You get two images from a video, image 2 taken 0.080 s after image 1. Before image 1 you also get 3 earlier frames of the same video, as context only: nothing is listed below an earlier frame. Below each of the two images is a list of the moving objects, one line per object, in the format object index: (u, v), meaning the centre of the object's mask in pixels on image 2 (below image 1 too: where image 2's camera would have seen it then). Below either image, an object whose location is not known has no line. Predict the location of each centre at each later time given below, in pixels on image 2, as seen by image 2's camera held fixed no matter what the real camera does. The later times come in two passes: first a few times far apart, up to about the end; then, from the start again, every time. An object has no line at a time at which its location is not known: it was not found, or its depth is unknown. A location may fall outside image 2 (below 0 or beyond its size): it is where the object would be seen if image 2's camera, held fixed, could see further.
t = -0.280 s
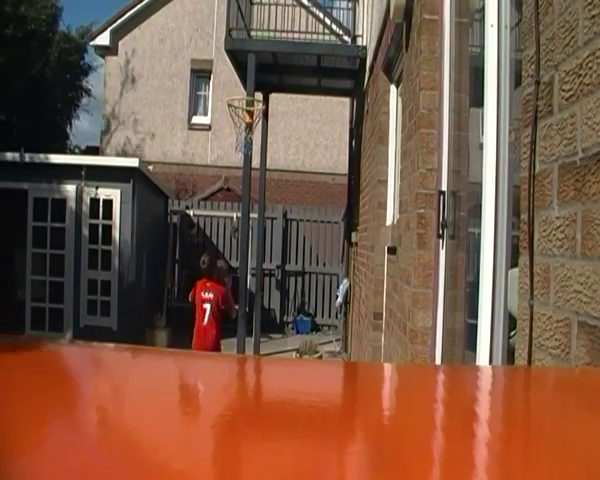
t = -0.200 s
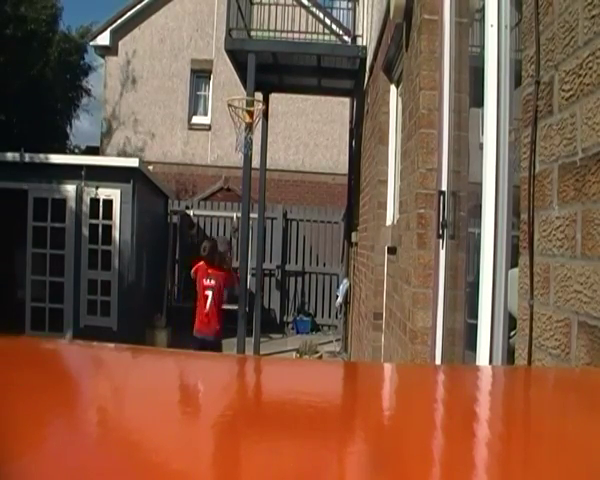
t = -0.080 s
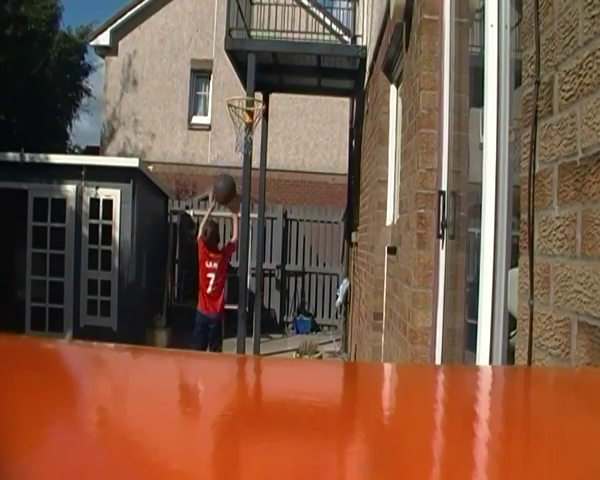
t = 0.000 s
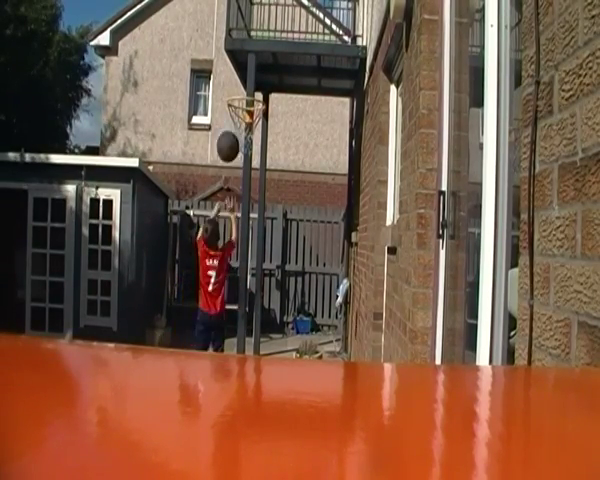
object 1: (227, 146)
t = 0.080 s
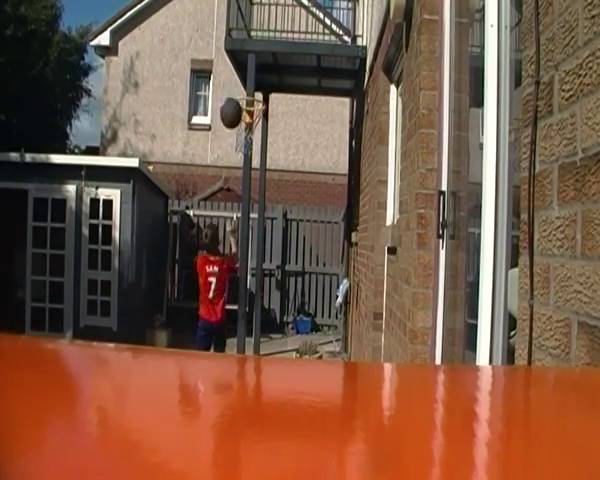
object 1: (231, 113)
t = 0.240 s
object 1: (236, 72)
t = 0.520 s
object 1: (242, 79)
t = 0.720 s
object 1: (244, 140)
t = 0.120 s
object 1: (232, 100)
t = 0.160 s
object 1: (233, 88)
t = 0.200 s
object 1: (235, 79)
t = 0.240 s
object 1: (236, 72)
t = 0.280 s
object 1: (237, 68)
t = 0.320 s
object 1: (238, 65)
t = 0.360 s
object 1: (239, 64)
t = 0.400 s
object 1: (240, 65)
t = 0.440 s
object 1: (241, 67)
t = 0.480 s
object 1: (241, 72)
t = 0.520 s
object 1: (242, 79)
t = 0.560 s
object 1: (243, 88)
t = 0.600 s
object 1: (243, 98)
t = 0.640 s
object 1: (243, 110)
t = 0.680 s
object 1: (244, 124)
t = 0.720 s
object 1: (244, 140)
